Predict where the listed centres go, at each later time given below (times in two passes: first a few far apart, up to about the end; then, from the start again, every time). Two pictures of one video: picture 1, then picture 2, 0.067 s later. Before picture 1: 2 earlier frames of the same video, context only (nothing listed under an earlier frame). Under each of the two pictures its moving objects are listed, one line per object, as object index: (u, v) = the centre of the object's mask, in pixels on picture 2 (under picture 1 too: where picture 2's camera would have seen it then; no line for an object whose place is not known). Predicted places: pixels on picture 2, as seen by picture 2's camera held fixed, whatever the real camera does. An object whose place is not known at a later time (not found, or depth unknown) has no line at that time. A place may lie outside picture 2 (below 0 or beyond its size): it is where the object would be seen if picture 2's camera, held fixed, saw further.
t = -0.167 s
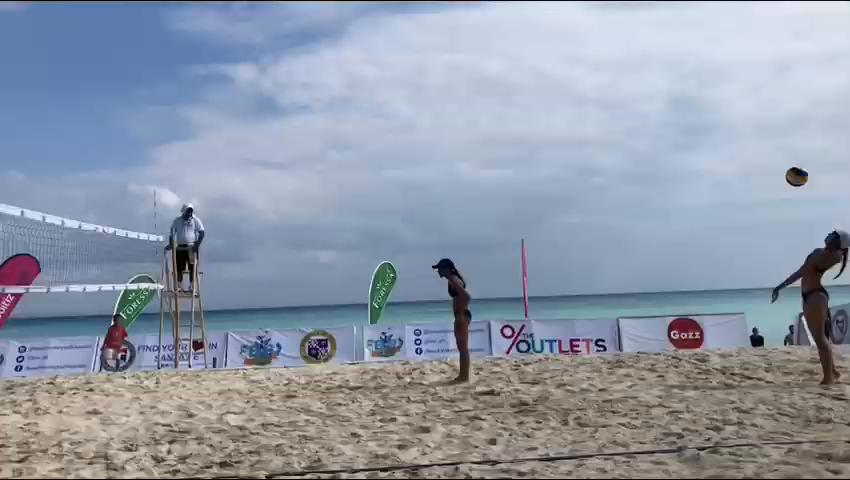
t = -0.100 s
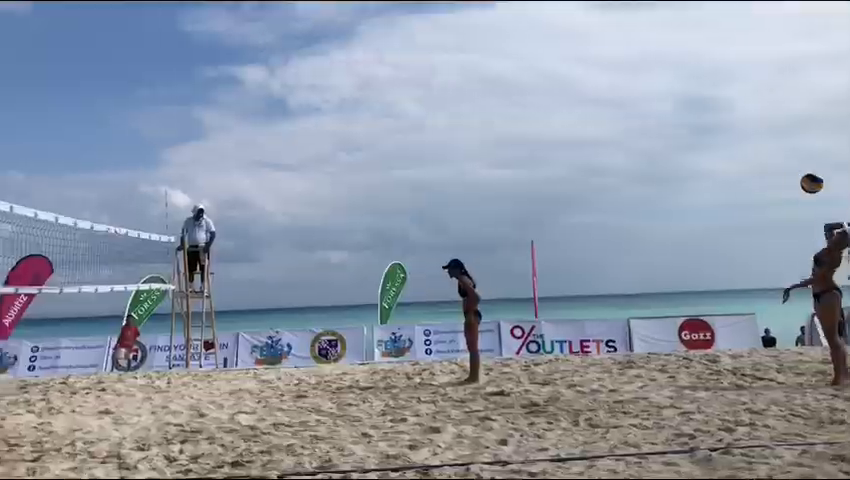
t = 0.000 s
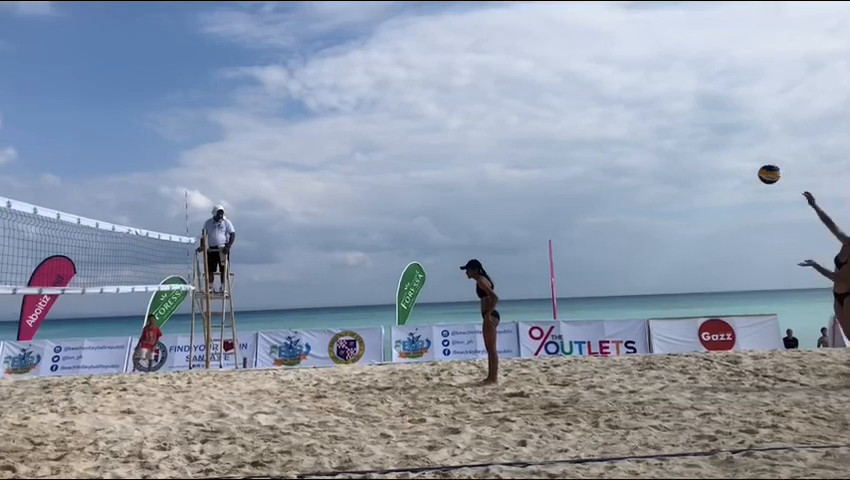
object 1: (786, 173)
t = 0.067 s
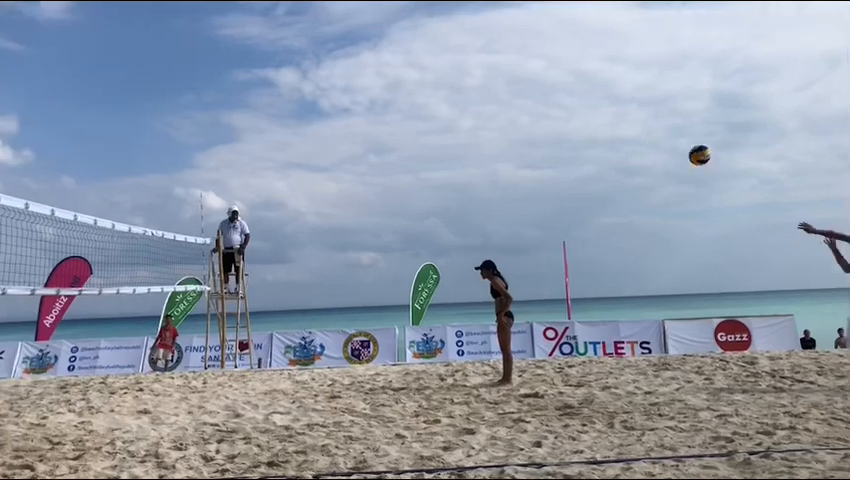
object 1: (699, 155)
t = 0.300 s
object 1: (427, 121)
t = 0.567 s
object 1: (158, 138)
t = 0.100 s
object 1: (658, 147)
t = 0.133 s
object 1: (617, 140)
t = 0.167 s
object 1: (577, 134)
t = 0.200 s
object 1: (539, 130)
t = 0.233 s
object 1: (501, 126)
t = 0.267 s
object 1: (464, 123)
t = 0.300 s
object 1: (427, 121)
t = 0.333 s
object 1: (392, 120)
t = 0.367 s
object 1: (358, 120)
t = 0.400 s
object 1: (324, 121)
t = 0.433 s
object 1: (290, 123)
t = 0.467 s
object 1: (256, 126)
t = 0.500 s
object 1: (223, 129)
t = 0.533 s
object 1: (191, 133)
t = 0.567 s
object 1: (158, 138)
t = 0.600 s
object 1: (125, 144)
